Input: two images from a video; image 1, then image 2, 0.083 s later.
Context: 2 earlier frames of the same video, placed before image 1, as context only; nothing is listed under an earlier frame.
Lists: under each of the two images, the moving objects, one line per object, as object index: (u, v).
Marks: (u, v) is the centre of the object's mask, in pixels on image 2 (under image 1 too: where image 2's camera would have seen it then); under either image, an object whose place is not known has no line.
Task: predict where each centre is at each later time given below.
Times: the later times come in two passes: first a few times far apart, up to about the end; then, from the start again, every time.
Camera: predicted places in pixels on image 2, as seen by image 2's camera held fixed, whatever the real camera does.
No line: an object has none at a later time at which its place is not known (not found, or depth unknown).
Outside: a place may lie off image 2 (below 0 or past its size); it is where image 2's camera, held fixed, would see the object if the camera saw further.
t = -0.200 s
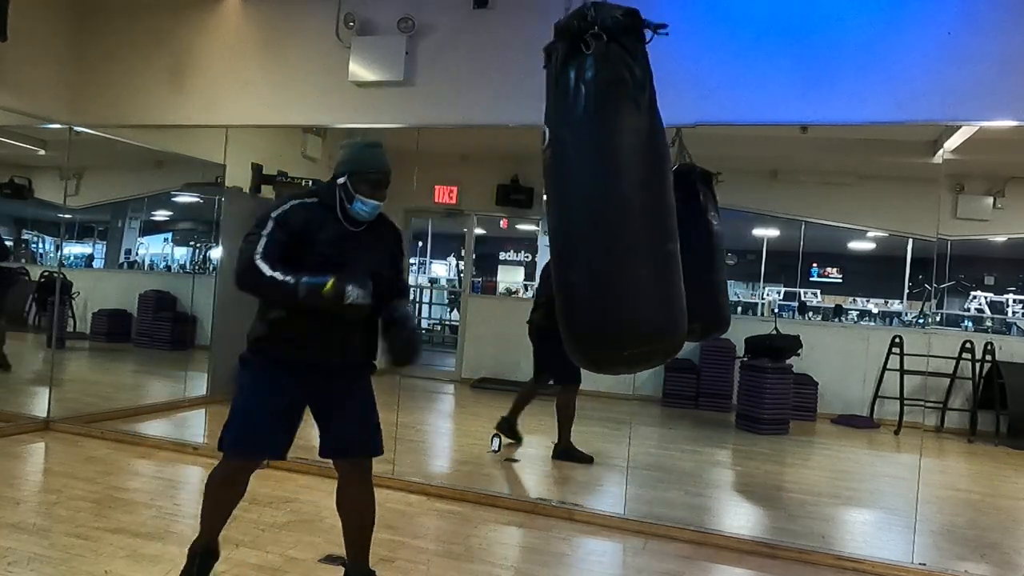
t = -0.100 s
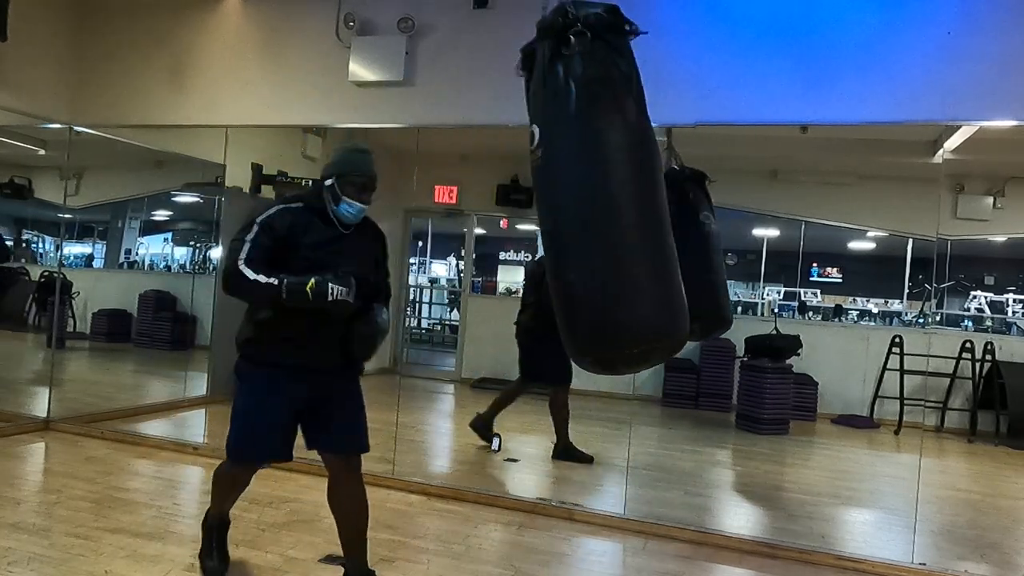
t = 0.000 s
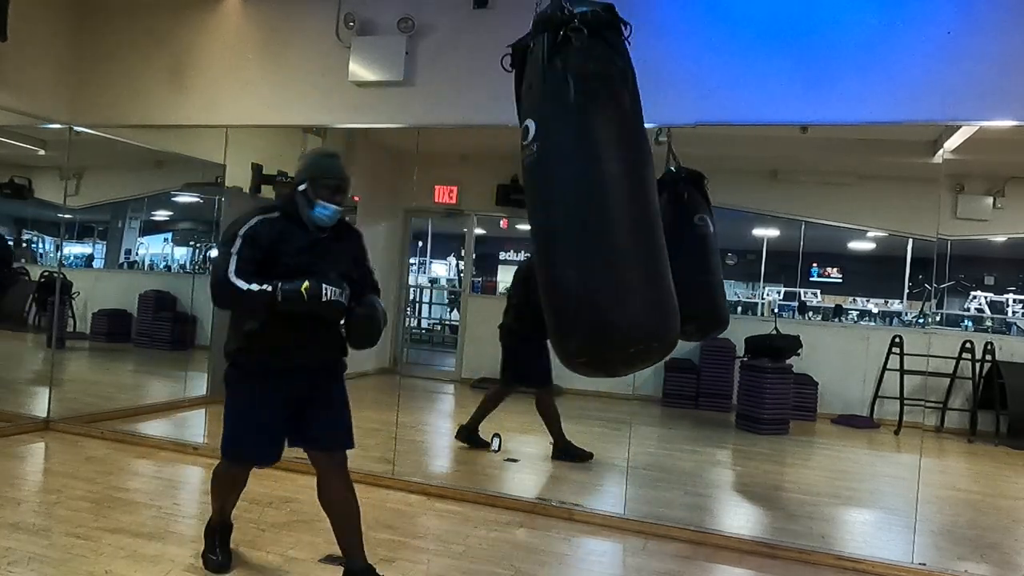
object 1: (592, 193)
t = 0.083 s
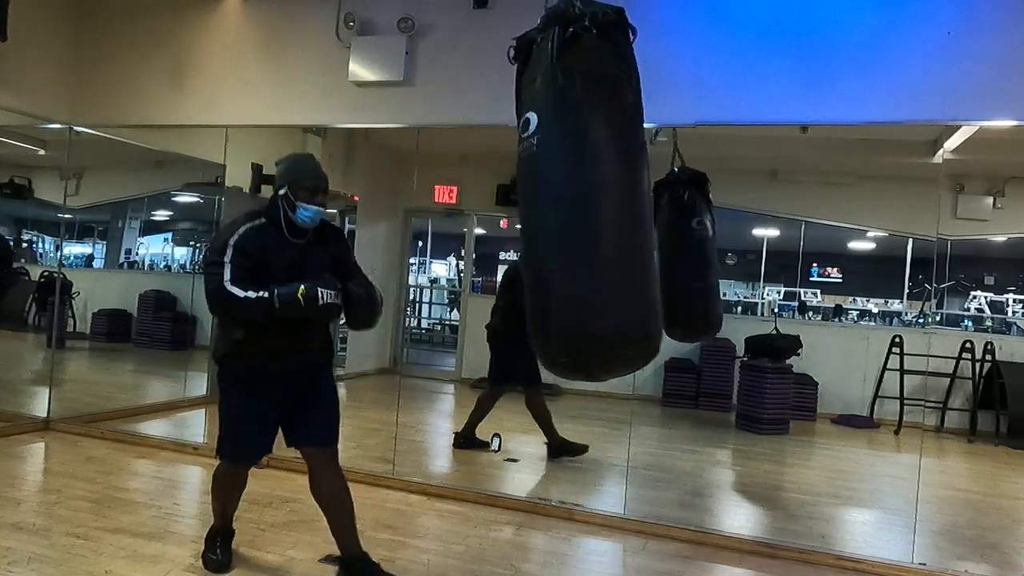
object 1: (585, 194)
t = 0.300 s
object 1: (546, 193)
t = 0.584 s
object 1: (481, 188)
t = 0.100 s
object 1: (584, 194)
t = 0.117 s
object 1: (582, 194)
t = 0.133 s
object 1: (580, 194)
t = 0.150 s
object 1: (578, 193)
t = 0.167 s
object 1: (575, 194)
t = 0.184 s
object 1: (572, 193)
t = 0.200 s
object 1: (568, 193)
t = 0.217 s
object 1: (565, 194)
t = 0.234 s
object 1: (562, 194)
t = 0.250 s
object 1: (559, 193)
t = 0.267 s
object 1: (555, 192)
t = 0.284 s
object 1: (551, 193)
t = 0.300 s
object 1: (546, 193)
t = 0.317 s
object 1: (540, 194)
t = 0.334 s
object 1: (537, 193)
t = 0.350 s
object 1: (532, 192)
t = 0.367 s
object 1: (528, 191)
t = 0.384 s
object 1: (523, 191)
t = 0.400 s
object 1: (518, 191)
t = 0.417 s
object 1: (514, 190)
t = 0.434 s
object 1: (510, 191)
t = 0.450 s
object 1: (507, 189)
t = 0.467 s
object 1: (503, 189)
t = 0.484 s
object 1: (499, 189)
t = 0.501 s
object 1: (496, 189)
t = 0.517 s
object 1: (492, 189)
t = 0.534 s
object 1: (489, 189)
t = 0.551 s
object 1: (486, 188)
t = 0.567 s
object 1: (484, 188)
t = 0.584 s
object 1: (481, 188)
